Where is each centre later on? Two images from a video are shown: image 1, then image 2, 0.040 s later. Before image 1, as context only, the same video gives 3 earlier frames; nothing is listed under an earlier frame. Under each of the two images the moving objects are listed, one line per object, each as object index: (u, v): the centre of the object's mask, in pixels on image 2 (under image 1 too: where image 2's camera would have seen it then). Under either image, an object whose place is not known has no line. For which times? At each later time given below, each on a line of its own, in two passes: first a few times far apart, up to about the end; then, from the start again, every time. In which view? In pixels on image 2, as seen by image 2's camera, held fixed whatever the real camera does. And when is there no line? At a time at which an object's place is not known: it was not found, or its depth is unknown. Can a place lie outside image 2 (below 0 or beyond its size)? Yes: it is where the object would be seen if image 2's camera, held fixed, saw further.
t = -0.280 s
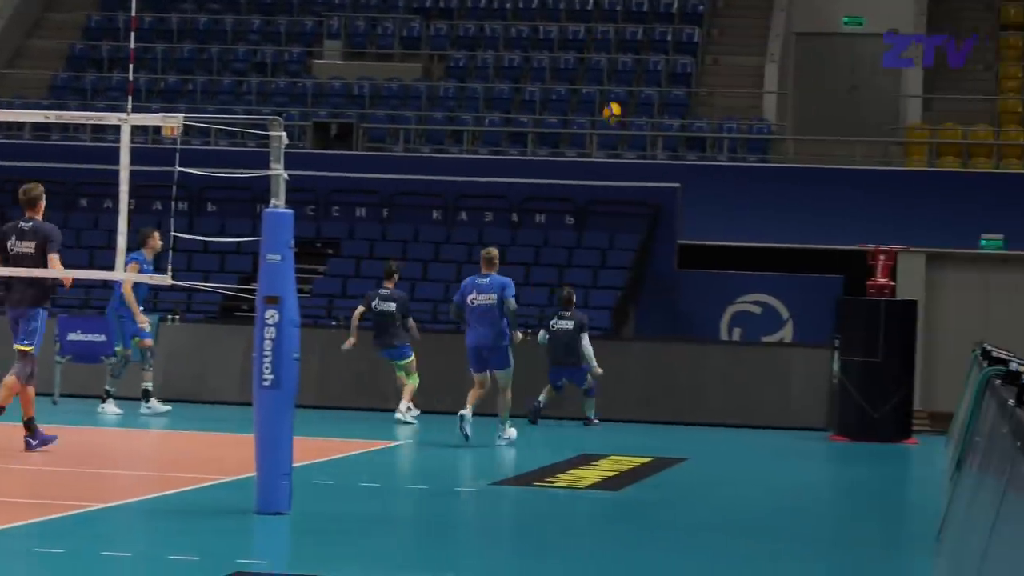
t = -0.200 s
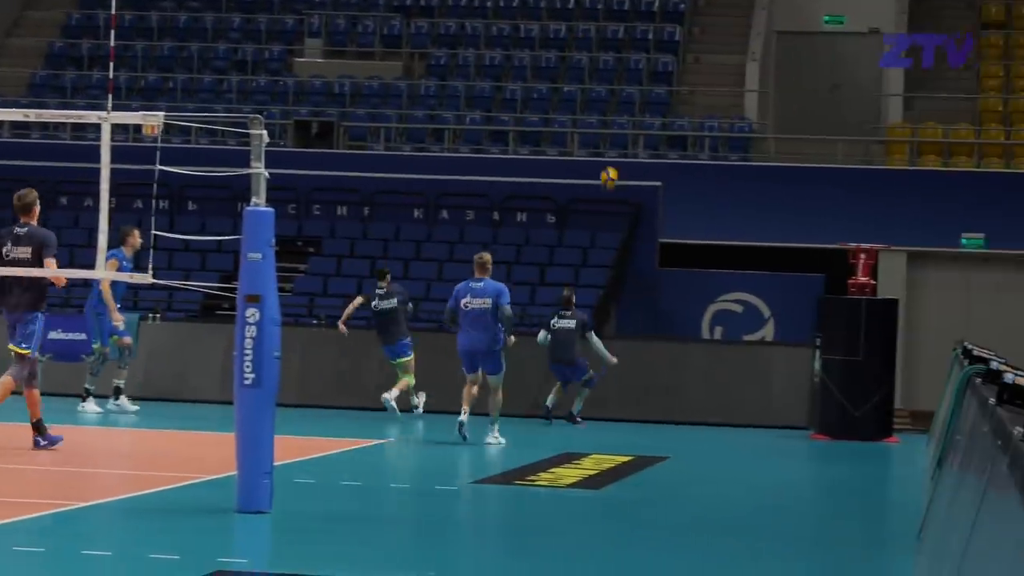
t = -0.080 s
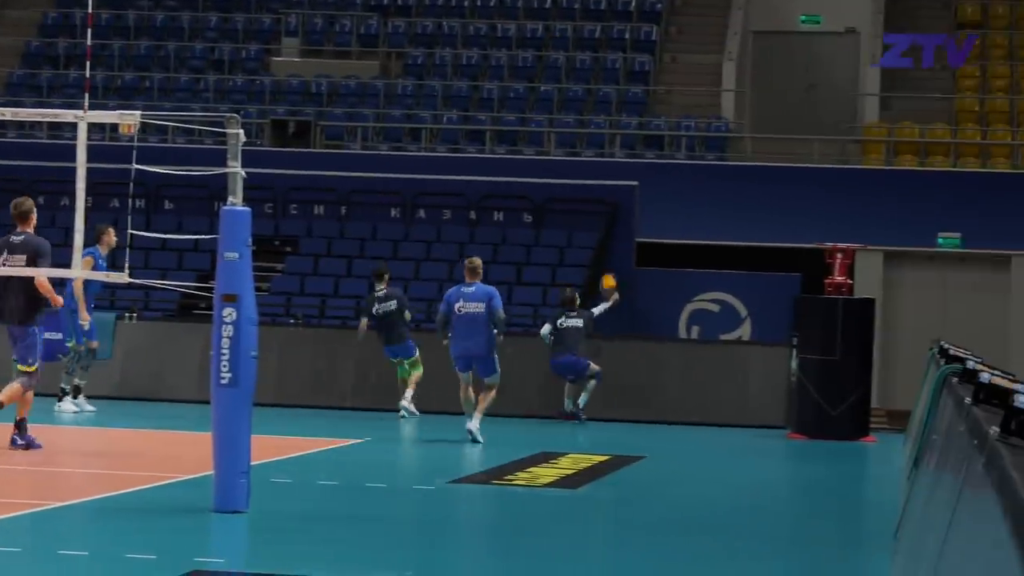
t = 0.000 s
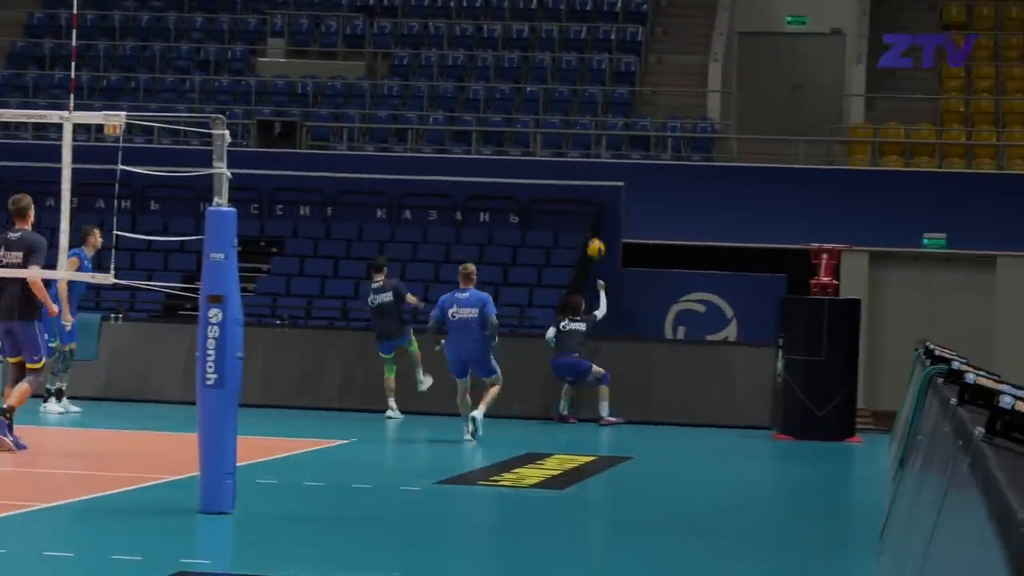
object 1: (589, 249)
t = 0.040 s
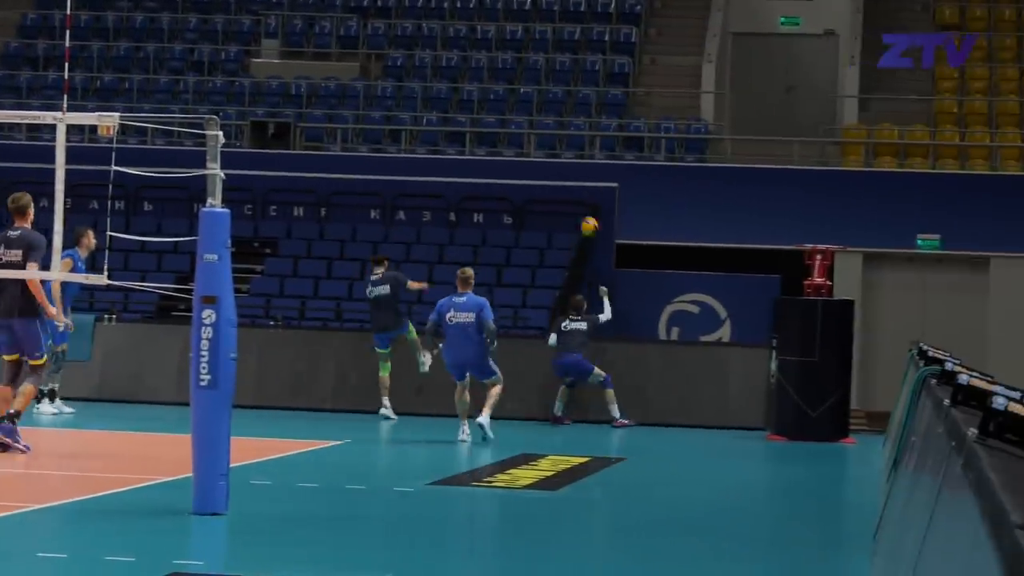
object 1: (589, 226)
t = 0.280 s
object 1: (584, 116)
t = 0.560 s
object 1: (576, 48)
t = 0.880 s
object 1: (565, 56)
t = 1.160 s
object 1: (554, 143)
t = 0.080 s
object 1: (588, 206)
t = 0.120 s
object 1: (588, 184)
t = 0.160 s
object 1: (588, 166)
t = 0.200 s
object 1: (586, 147)
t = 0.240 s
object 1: (586, 130)
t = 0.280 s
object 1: (584, 116)
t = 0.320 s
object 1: (584, 103)
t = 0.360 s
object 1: (583, 90)
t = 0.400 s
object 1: (581, 79)
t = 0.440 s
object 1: (580, 69)
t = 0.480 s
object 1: (579, 61)
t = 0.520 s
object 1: (578, 54)
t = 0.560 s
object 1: (576, 48)
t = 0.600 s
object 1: (575, 44)
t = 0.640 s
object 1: (574, 42)
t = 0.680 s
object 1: (573, 41)
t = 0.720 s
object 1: (571, 41)
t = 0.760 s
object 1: (570, 43)
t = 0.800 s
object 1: (568, 46)
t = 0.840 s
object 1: (567, 50)
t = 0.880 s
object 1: (565, 56)
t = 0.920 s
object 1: (564, 64)
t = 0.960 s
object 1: (562, 74)
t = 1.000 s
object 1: (560, 84)
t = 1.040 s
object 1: (559, 97)
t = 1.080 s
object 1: (557, 110)
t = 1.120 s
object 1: (555, 126)
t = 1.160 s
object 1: (554, 143)
